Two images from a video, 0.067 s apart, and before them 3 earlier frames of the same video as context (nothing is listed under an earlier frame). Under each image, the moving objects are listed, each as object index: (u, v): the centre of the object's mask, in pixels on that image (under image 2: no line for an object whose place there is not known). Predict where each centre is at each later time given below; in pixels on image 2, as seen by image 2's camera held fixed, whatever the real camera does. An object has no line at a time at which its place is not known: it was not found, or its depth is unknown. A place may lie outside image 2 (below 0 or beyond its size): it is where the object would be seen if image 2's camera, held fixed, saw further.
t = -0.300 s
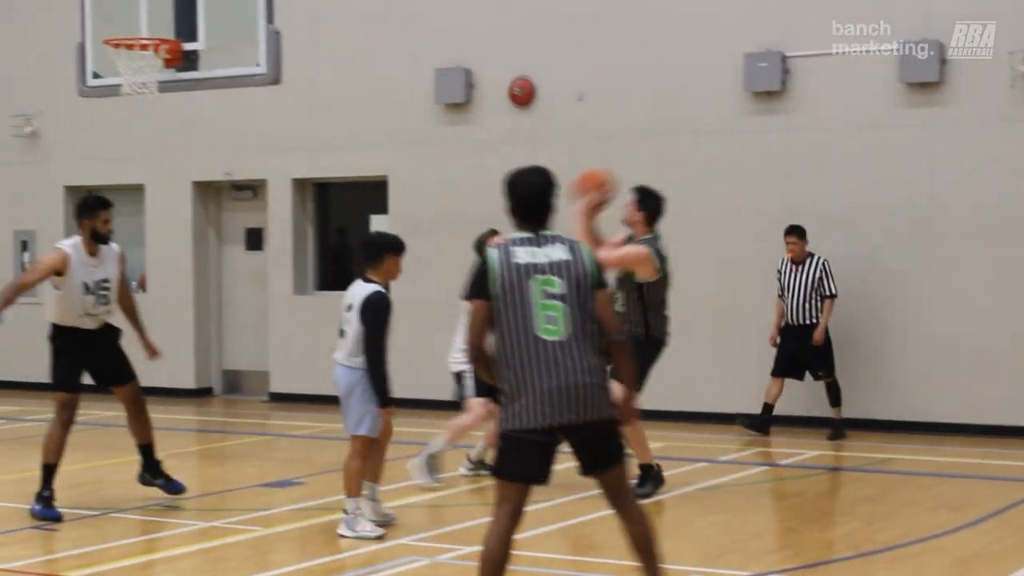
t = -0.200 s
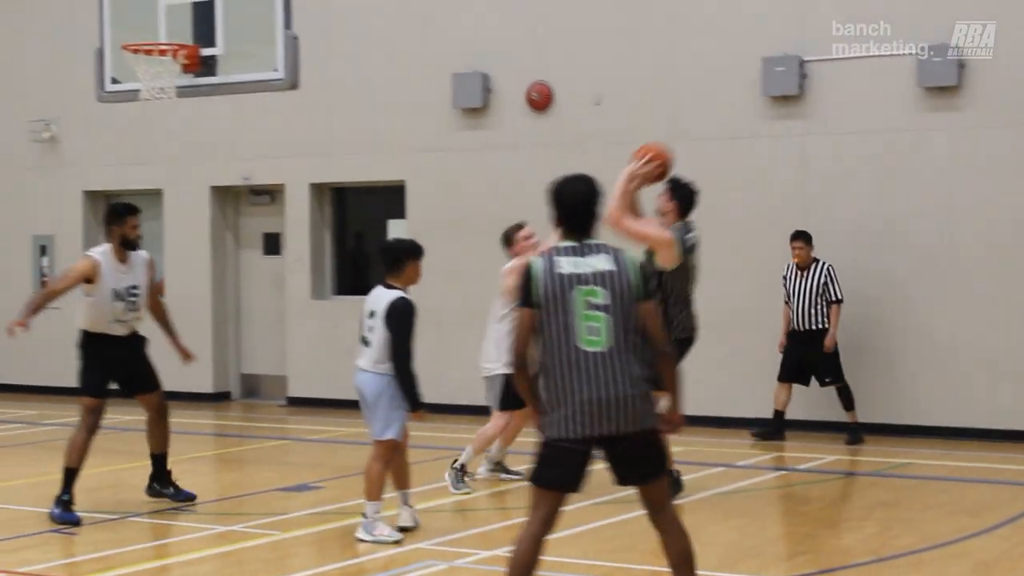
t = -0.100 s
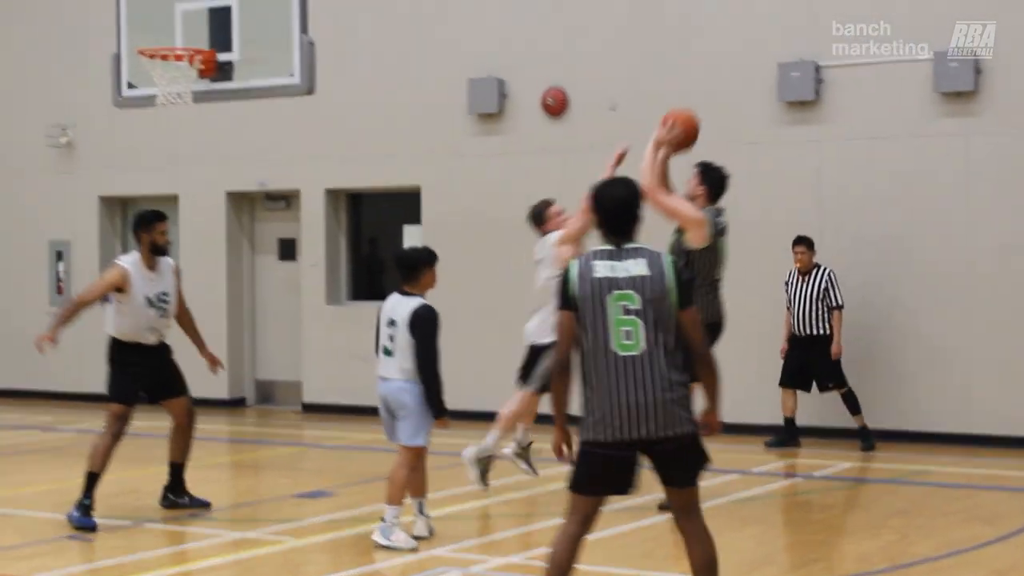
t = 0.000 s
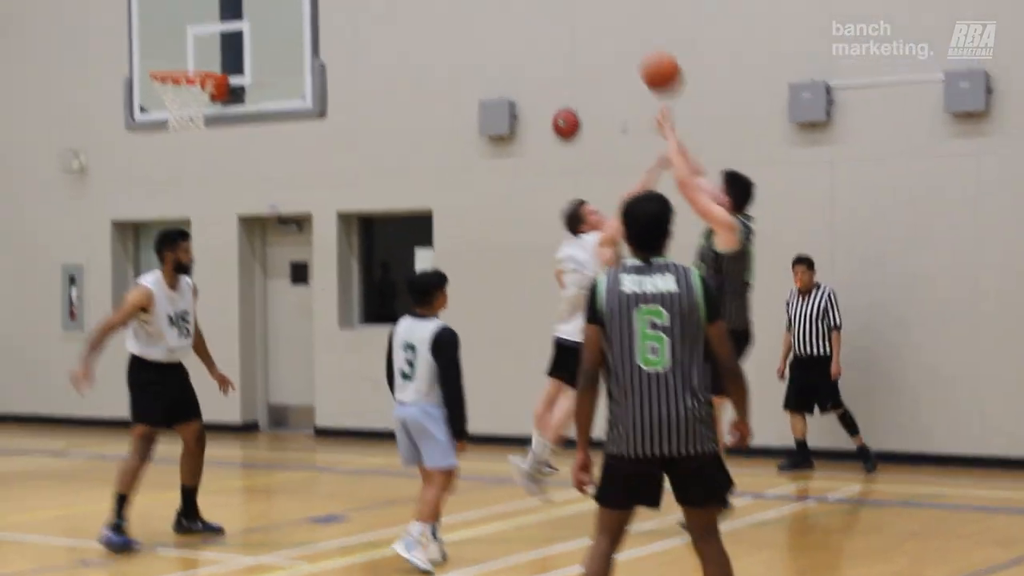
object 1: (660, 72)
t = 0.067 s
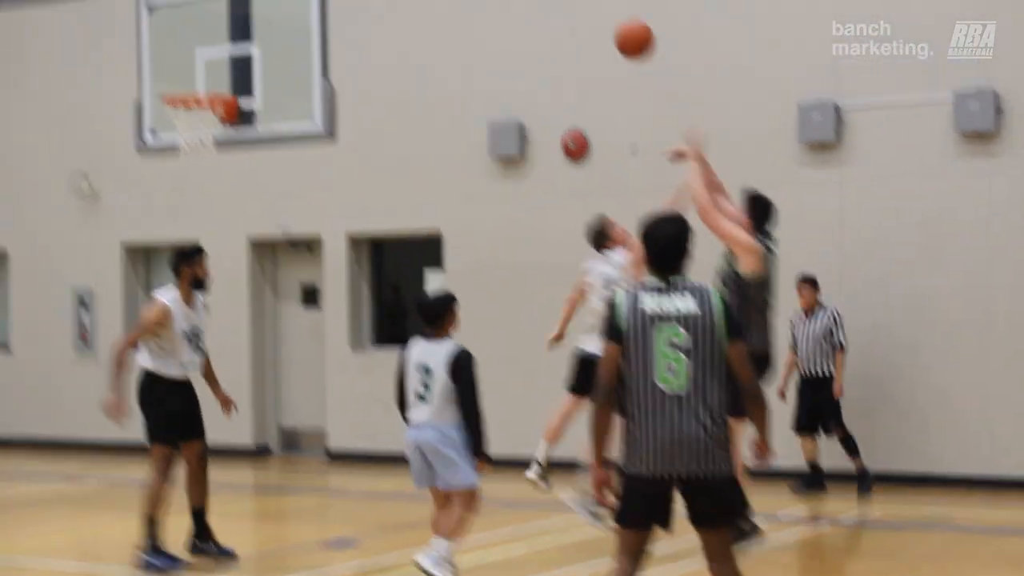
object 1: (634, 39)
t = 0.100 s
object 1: (616, 13)
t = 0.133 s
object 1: (598, -10)
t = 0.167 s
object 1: (581, -30)
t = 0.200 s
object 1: (563, -48)
